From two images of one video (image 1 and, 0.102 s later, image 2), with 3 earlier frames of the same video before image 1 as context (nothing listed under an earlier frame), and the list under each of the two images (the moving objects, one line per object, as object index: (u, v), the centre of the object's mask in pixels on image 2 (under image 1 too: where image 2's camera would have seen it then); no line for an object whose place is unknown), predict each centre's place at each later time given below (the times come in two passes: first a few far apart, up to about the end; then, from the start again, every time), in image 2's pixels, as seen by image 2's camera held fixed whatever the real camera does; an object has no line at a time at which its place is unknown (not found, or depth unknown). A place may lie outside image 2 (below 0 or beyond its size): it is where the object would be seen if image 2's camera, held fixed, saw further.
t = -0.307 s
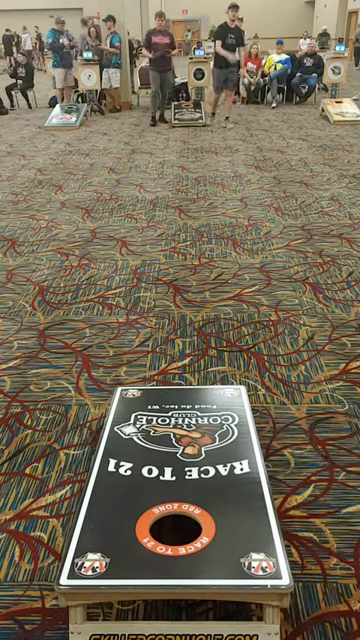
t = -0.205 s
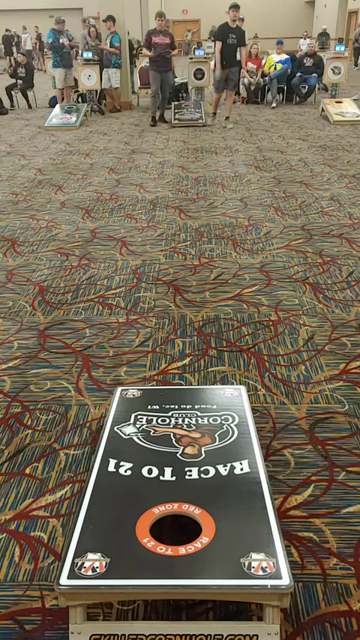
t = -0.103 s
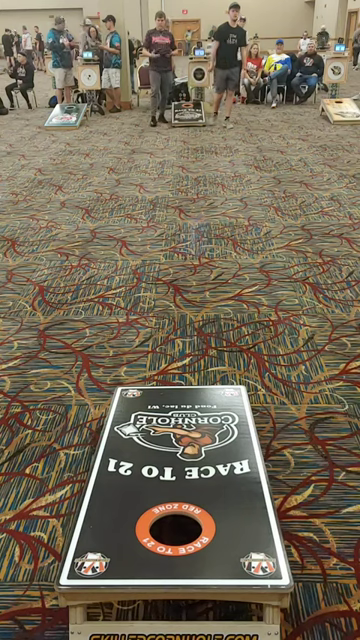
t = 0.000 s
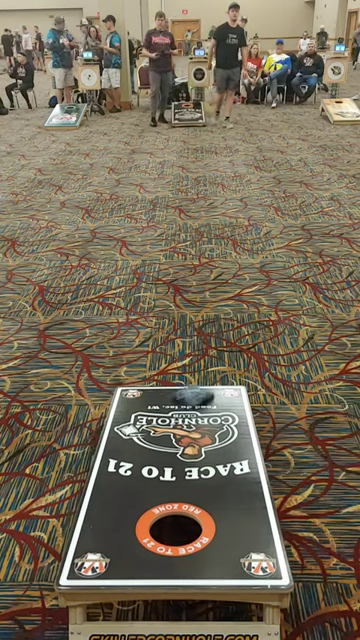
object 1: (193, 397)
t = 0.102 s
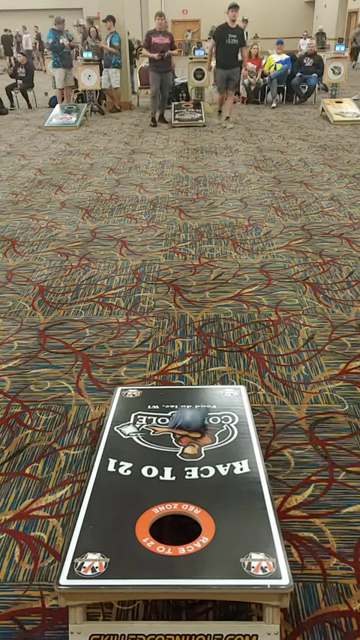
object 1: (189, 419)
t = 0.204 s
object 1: (186, 446)
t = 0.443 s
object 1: (181, 472)
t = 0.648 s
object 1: (181, 472)
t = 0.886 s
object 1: (181, 472)
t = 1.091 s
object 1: (181, 472)
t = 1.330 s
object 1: (181, 472)
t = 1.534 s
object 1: (182, 472)
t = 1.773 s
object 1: (181, 472)
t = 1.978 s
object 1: (181, 472)
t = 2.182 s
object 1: (182, 472)
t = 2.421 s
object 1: (181, 472)
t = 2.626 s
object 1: (181, 472)
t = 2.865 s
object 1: (181, 472)
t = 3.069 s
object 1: (182, 472)
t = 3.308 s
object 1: (181, 472)
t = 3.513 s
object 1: (182, 472)
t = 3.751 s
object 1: (182, 472)
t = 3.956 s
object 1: (182, 472)
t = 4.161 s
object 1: (182, 472)
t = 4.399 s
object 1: (182, 472)
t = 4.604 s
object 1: (182, 472)
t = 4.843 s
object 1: (181, 472)
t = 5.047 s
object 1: (182, 472)
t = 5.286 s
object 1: (182, 472)
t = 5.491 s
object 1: (182, 472)
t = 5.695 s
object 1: (182, 472)
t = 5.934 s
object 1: (182, 472)
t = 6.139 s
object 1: (182, 472)
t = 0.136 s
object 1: (187, 430)
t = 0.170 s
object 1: (186, 437)
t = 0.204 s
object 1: (186, 446)
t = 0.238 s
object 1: (184, 452)
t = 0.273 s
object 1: (183, 458)
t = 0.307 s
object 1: (182, 463)
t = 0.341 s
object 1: (182, 467)
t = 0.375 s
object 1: (182, 470)
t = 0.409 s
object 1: (182, 472)
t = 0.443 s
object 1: (181, 472)
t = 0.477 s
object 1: (181, 472)
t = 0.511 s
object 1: (181, 472)
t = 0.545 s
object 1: (181, 472)
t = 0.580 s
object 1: (181, 472)
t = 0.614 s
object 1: (181, 472)
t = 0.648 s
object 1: (181, 472)
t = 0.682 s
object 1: (182, 472)
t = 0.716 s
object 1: (181, 472)
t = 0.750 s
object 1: (182, 472)
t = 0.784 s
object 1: (181, 472)
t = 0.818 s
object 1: (181, 472)
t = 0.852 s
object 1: (181, 472)
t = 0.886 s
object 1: (181, 472)
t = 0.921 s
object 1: (181, 472)
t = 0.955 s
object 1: (181, 472)
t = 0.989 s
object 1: (182, 472)
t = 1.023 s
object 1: (181, 472)
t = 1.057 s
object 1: (181, 472)
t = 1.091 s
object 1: (181, 472)
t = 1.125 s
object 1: (181, 472)
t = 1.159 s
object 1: (181, 472)
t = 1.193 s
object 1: (181, 472)
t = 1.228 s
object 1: (182, 472)
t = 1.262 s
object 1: (181, 472)
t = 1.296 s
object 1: (181, 472)
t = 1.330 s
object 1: (181, 472)
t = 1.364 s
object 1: (181, 472)
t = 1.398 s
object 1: (181, 472)
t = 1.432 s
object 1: (181, 472)
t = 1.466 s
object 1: (182, 472)
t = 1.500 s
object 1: (181, 472)
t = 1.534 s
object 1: (182, 472)
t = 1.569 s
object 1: (181, 472)
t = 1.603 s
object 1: (181, 472)
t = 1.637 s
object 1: (181, 472)
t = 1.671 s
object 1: (182, 472)
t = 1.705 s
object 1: (182, 472)
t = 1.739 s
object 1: (181, 472)
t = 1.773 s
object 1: (181, 472)
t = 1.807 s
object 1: (181, 472)
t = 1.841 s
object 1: (181, 472)
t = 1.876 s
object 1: (182, 472)
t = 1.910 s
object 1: (181, 472)
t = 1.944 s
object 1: (182, 472)
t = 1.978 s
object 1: (181, 472)
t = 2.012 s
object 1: (181, 472)
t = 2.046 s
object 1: (182, 472)
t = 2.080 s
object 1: (181, 472)
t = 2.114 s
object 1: (181, 472)
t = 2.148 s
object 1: (182, 472)
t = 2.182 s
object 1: (182, 472)
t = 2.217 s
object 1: (181, 472)
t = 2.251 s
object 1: (182, 472)
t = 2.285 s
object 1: (181, 472)
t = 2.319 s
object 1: (182, 472)
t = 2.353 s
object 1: (181, 472)
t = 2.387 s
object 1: (181, 472)
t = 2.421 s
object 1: (181, 472)
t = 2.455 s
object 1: (182, 472)
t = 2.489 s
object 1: (182, 472)
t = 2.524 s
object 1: (182, 472)
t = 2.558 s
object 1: (181, 472)
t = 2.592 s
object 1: (181, 472)
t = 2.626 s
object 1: (181, 472)
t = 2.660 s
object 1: (181, 472)
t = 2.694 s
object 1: (182, 472)
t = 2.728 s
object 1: (181, 472)
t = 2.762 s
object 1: (181, 472)
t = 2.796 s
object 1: (182, 472)
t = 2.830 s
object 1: (181, 472)
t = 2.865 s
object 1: (181, 472)
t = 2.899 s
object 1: (182, 472)
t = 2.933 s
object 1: (181, 472)
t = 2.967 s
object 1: (181, 472)
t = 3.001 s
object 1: (181, 472)
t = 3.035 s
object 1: (182, 472)
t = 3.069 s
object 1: (182, 472)
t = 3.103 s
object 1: (181, 472)
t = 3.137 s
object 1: (181, 472)
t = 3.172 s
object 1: (182, 472)
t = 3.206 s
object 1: (182, 472)
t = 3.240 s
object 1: (181, 472)
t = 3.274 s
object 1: (181, 472)
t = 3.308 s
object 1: (181, 472)
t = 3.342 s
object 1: (181, 472)
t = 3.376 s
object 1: (182, 472)
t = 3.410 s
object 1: (182, 472)
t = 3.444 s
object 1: (181, 472)
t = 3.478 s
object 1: (181, 472)
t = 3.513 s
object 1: (182, 472)
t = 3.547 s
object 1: (182, 472)
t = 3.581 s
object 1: (182, 472)
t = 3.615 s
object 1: (181, 472)
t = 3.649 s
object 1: (182, 472)
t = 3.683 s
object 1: (181, 472)
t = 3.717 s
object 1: (182, 472)
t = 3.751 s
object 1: (182, 472)
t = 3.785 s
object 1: (181, 472)
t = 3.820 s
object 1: (181, 472)
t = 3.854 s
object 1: (182, 472)
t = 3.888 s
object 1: (182, 472)
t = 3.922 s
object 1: (181, 472)
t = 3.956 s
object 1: (182, 472)
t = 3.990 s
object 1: (181, 472)
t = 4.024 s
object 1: (181, 472)
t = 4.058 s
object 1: (182, 472)
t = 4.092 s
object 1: (182, 472)
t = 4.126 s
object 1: (182, 472)
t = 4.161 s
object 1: (182, 472)
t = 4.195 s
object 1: (182, 472)
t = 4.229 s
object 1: (181, 472)
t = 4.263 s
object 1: (182, 472)
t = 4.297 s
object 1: (181, 472)
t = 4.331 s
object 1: (182, 472)
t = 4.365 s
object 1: (182, 472)
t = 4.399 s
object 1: (182, 472)
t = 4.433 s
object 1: (181, 472)
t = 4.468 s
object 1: (182, 472)
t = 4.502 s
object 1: (182, 472)
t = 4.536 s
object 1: (182, 472)
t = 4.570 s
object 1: (182, 472)
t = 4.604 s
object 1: (182, 472)
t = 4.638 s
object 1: (181, 472)
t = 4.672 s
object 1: (182, 472)
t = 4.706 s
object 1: (182, 472)
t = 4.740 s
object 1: (182, 472)
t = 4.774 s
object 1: (182, 472)
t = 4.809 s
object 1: (181, 472)
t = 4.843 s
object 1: (181, 472)
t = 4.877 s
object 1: (182, 472)
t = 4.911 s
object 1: (182, 472)
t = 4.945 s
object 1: (181, 472)
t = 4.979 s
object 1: (181, 472)
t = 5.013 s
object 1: (182, 472)
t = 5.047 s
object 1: (182, 472)
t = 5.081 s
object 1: (182, 472)
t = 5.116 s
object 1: (181, 472)
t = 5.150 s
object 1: (181, 472)
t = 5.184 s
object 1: (182, 472)
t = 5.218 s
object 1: (182, 472)
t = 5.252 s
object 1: (182, 472)
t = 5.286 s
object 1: (182, 472)
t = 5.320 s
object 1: (182, 472)
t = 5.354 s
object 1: (182, 472)
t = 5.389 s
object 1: (182, 472)
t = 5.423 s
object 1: (182, 472)
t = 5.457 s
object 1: (182, 472)
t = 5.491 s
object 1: (182, 472)
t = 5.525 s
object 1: (182, 472)
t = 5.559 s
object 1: (182, 472)
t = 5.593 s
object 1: (182, 472)
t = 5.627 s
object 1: (182, 472)
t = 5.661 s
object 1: (182, 472)
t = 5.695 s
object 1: (182, 472)
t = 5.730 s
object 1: (182, 472)
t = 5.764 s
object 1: (182, 472)
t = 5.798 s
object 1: (182, 472)
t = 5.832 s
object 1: (182, 472)
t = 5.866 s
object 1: (182, 472)
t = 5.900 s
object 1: (182, 472)
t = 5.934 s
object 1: (182, 472)
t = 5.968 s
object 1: (182, 472)
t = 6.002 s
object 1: (182, 472)
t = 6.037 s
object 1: (182, 472)
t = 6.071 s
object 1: (182, 472)
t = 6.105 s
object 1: (182, 472)
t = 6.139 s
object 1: (182, 472)
